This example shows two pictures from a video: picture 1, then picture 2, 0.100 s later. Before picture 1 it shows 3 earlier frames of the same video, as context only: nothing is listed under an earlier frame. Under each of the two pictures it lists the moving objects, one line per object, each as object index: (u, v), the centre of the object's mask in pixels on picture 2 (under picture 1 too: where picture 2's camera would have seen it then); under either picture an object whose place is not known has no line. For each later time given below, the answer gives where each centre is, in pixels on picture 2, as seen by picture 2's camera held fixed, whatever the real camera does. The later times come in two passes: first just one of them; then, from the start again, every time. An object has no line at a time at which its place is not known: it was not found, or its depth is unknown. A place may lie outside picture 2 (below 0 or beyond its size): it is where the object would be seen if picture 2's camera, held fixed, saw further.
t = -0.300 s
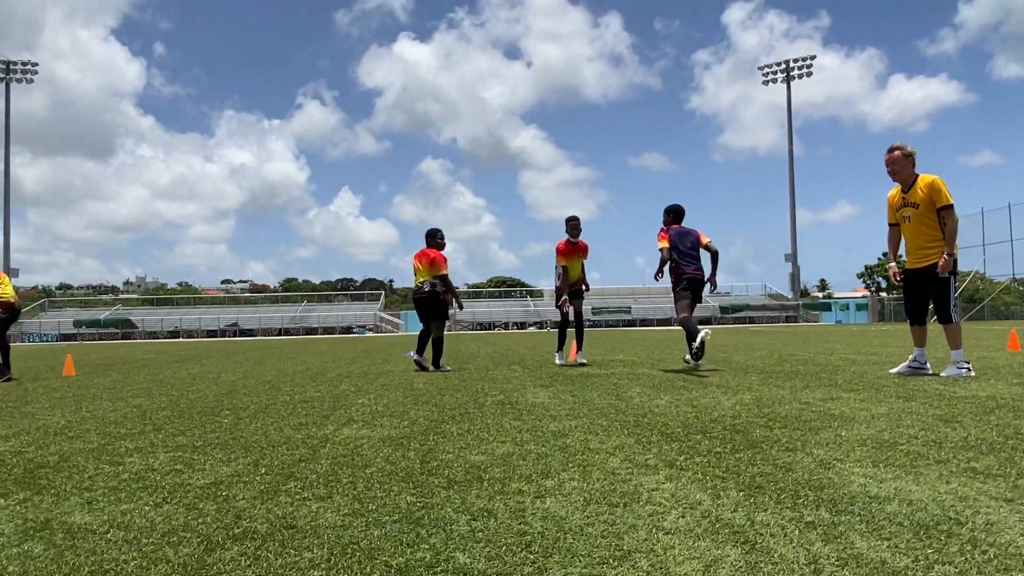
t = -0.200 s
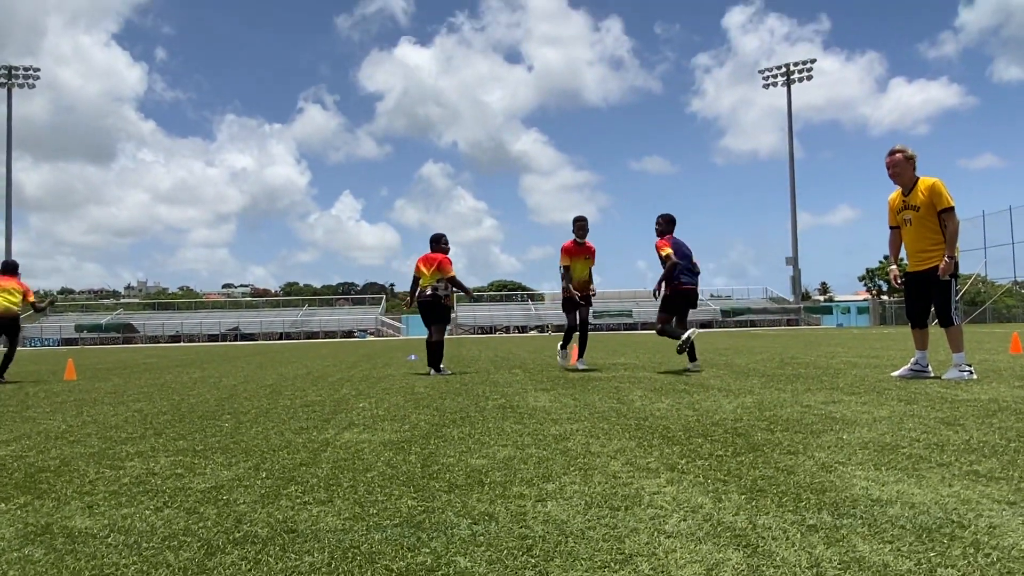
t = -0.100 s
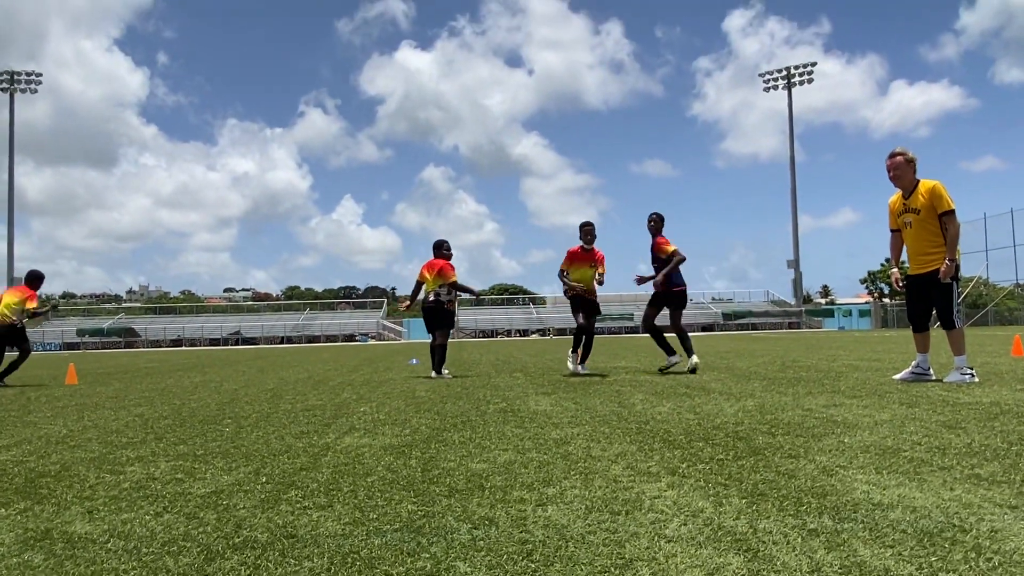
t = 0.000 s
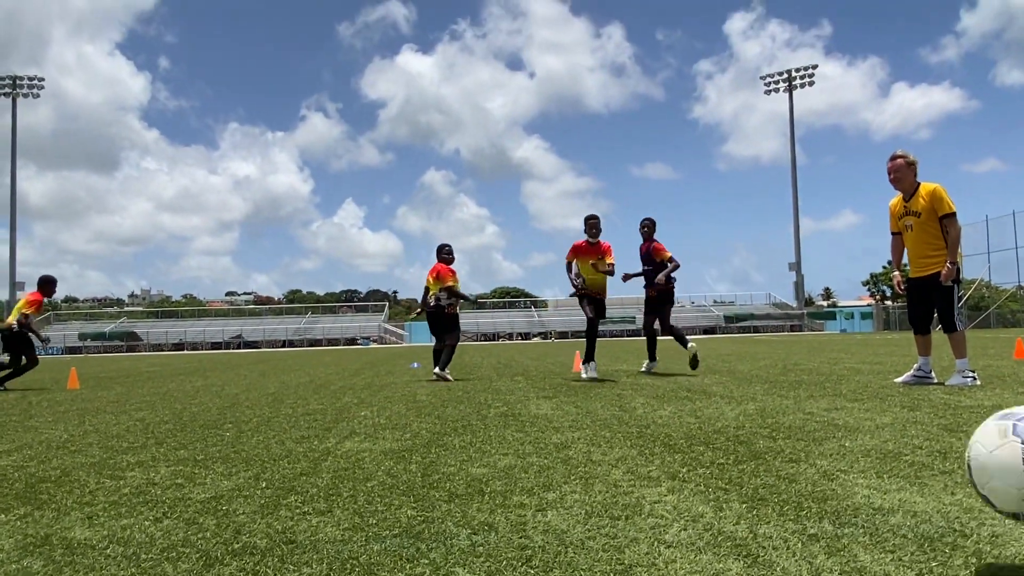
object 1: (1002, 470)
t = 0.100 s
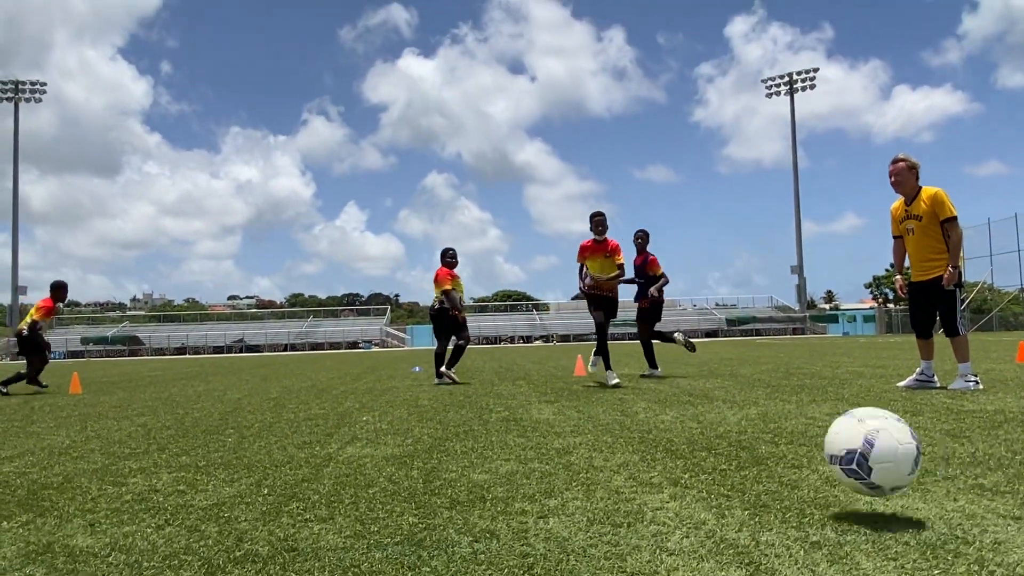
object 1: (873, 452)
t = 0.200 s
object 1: (786, 443)
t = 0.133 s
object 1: (836, 456)
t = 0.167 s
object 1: (805, 458)
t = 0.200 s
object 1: (786, 443)
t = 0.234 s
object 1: (769, 430)
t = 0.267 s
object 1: (754, 422)
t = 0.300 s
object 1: (741, 418)
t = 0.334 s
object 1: (718, 419)
